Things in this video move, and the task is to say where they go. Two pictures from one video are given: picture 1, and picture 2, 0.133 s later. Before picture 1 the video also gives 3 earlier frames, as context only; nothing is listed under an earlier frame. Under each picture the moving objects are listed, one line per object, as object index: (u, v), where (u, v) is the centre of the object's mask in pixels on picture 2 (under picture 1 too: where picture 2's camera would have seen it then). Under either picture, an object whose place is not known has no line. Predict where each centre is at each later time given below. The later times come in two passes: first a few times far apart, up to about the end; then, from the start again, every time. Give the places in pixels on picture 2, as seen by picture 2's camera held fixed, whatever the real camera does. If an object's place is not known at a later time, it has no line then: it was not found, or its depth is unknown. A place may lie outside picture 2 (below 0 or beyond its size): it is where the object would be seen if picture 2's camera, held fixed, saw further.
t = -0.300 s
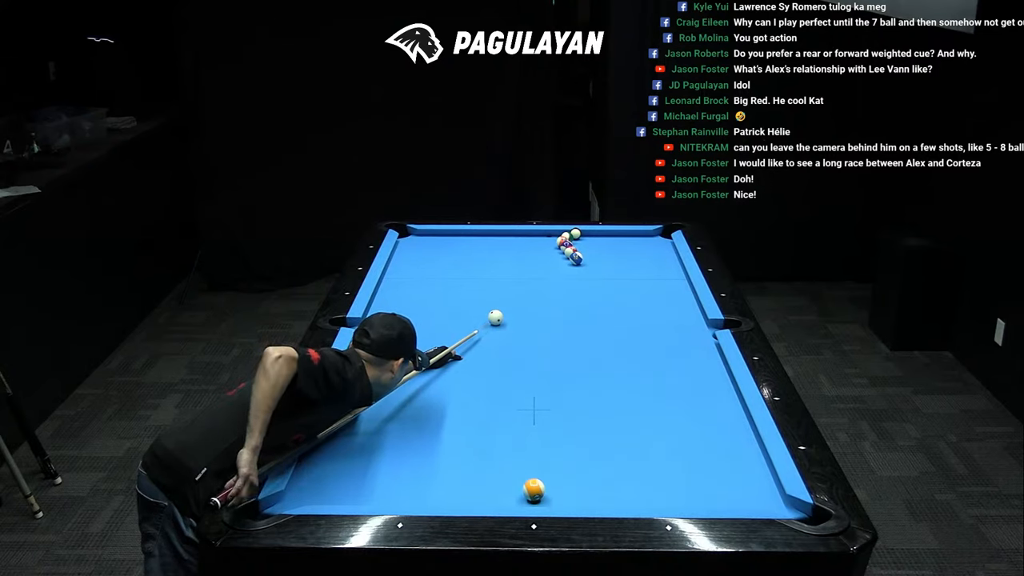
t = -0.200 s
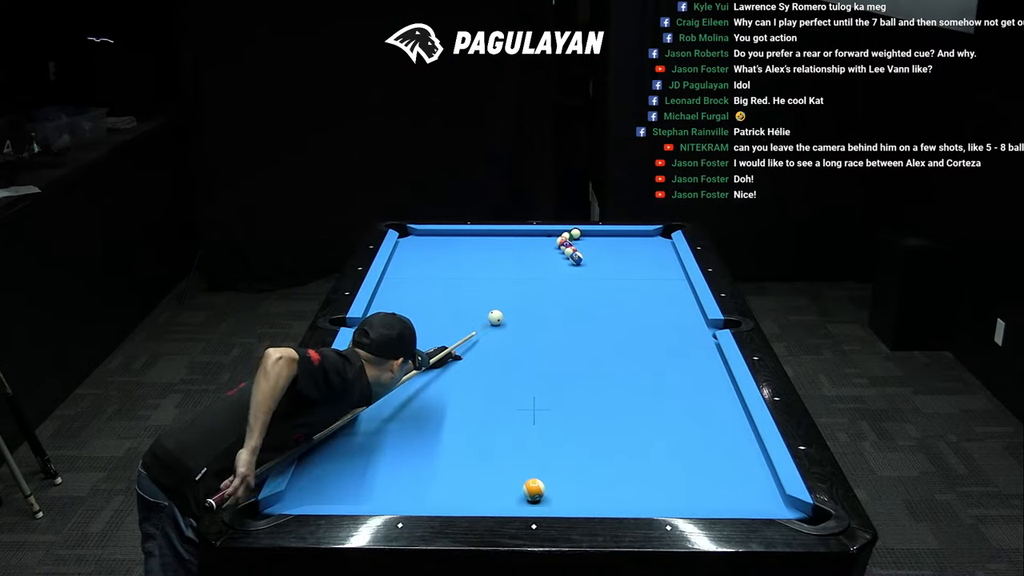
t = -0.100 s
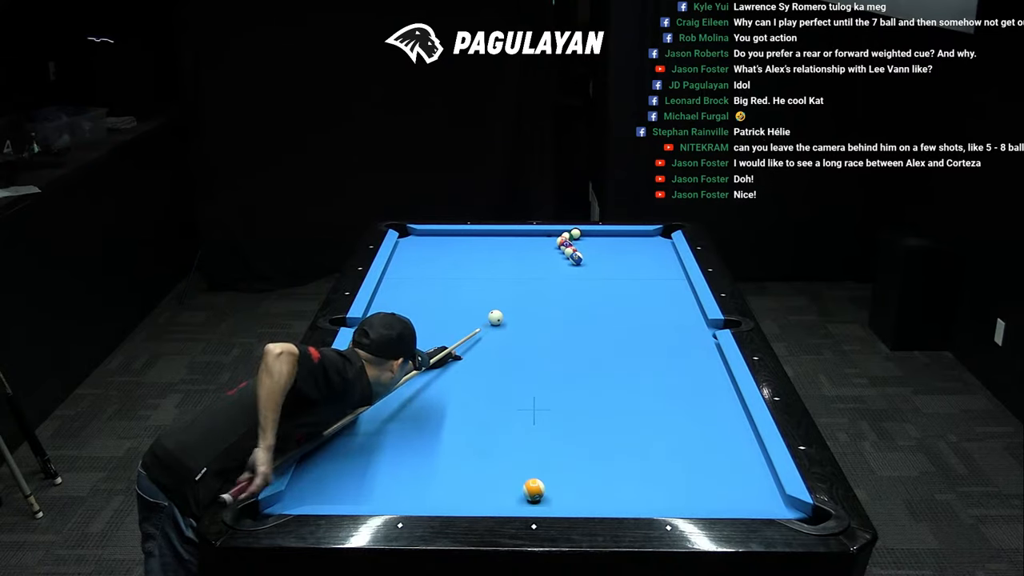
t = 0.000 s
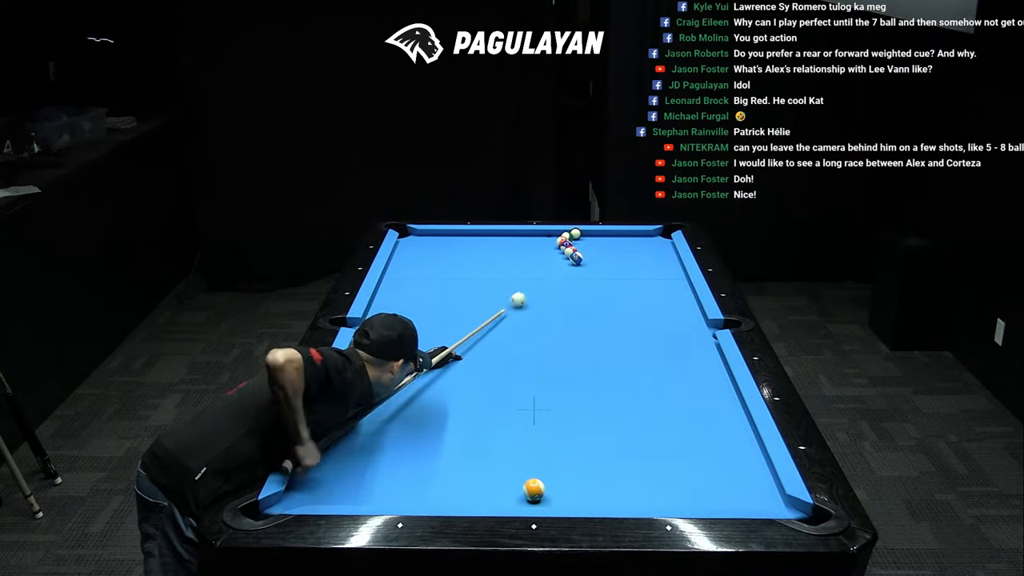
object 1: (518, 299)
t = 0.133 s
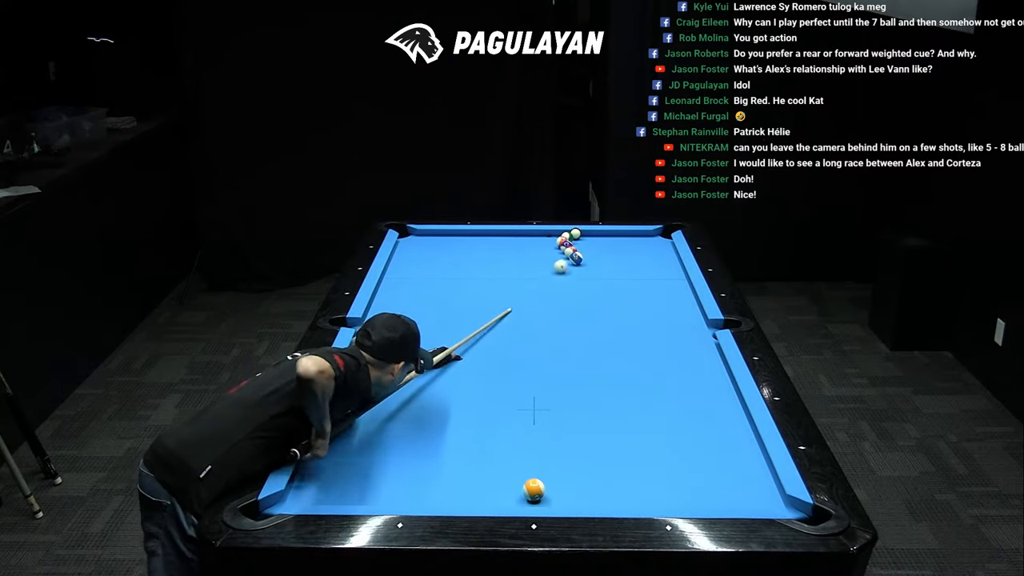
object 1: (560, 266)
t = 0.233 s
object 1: (552, 256)
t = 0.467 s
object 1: (517, 245)
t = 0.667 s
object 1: (490, 236)
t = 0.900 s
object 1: (454, 235)
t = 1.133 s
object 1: (414, 240)
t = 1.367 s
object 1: (415, 246)
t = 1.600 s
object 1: (432, 252)
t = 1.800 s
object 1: (449, 260)
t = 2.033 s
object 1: (467, 267)
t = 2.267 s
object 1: (486, 274)
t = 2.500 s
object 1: (504, 281)
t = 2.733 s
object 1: (523, 289)
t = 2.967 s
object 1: (542, 296)
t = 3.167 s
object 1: (558, 302)
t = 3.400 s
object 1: (577, 309)
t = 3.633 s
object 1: (595, 317)
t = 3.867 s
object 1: (613, 324)
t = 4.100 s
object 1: (631, 331)
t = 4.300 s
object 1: (647, 337)
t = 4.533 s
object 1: (664, 345)
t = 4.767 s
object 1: (682, 351)
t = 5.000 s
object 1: (699, 358)
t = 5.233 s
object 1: (715, 365)
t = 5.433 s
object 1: (718, 369)
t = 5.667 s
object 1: (713, 373)
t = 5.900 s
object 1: (709, 377)
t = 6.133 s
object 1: (706, 380)
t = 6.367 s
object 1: (703, 383)
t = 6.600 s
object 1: (700, 385)
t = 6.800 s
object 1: (699, 387)
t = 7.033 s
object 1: (698, 388)
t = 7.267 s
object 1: (696, 389)
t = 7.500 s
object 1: (696, 389)
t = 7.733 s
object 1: (696, 389)
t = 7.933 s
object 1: (696, 389)
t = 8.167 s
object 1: (696, 389)
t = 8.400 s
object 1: (696, 389)
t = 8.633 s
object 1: (696, 389)
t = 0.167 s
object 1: (565, 260)
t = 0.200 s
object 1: (559, 258)
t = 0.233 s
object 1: (552, 256)
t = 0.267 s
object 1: (546, 254)
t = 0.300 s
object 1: (541, 253)
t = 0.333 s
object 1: (536, 251)
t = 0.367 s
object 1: (531, 250)
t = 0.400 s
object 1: (526, 248)
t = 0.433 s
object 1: (521, 247)
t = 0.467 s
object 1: (517, 245)
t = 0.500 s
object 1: (512, 244)
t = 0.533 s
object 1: (508, 242)
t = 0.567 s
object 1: (503, 241)
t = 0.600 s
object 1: (498, 239)
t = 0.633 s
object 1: (494, 238)
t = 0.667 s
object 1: (490, 236)
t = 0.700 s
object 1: (485, 235)
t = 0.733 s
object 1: (481, 234)
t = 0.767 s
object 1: (477, 232)
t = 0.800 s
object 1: (472, 233)
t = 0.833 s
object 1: (466, 234)
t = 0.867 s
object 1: (460, 234)
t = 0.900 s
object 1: (454, 235)
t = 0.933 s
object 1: (449, 236)
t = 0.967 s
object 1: (443, 236)
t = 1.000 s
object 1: (437, 237)
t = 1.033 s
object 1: (431, 238)
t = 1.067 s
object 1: (426, 239)
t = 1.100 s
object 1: (420, 239)
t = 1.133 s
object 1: (414, 240)
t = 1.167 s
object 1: (409, 241)
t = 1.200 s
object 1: (403, 242)
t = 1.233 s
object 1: (403, 242)
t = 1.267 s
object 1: (407, 244)
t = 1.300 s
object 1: (410, 244)
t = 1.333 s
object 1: (412, 245)
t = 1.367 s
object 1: (415, 246)
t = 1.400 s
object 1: (417, 247)
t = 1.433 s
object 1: (420, 248)
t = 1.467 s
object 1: (423, 249)
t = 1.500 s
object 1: (425, 250)
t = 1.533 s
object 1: (428, 251)
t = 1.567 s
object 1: (430, 252)
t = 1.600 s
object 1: (432, 252)
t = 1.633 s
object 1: (436, 253)
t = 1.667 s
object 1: (438, 255)
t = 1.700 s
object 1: (441, 256)
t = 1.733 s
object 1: (443, 258)
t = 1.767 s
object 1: (446, 259)
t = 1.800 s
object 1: (449, 260)
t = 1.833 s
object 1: (451, 261)
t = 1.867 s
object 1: (454, 262)
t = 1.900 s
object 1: (457, 263)
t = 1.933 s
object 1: (459, 264)
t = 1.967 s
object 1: (462, 265)
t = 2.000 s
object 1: (464, 266)
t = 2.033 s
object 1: (467, 267)
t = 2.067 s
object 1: (470, 268)
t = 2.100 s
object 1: (473, 269)
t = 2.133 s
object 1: (475, 270)
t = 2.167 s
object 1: (478, 271)
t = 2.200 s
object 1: (480, 272)
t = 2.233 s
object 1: (483, 273)
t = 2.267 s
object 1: (486, 274)
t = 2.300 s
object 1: (488, 275)
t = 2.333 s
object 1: (491, 276)
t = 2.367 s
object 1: (494, 277)
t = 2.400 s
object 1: (497, 278)
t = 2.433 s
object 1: (499, 279)
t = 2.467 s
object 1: (502, 280)
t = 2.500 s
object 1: (504, 281)
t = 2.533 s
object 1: (507, 282)
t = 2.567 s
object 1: (510, 283)
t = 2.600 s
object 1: (513, 284)
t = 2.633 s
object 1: (515, 285)
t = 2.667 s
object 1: (518, 286)
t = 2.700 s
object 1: (521, 288)
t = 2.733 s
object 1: (523, 289)
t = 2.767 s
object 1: (526, 290)
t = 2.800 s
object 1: (529, 291)
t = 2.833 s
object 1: (532, 292)
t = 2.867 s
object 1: (534, 293)
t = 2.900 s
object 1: (537, 294)
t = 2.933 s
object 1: (539, 295)
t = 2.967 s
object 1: (542, 296)
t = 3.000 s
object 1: (545, 297)
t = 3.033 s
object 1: (547, 298)
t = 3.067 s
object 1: (550, 299)
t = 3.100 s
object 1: (553, 300)
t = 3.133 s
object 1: (555, 301)
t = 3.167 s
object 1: (558, 302)
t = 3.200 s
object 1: (561, 303)
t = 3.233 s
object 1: (564, 304)
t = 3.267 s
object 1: (566, 305)
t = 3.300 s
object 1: (569, 306)
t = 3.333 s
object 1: (571, 307)
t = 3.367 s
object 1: (574, 308)
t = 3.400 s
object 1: (577, 309)
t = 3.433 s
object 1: (579, 310)
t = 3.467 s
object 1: (582, 311)
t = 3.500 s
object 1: (584, 312)
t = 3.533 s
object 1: (587, 313)
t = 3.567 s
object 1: (590, 314)
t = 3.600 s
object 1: (593, 316)
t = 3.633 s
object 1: (595, 317)
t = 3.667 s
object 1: (598, 317)
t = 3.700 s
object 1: (600, 319)
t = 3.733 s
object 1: (603, 320)
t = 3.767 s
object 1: (606, 321)
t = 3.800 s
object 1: (608, 322)
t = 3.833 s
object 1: (611, 323)
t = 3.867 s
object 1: (613, 324)
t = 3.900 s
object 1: (616, 325)
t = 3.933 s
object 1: (619, 326)
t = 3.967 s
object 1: (621, 327)
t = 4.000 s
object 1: (624, 328)
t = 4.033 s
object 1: (627, 329)
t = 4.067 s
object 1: (629, 330)
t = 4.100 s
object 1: (631, 331)
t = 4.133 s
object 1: (634, 332)
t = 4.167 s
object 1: (637, 333)
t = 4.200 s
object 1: (639, 334)
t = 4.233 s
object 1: (642, 335)
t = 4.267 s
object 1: (644, 336)
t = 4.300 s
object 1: (647, 337)
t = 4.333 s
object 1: (649, 338)
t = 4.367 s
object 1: (652, 339)
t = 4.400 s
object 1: (654, 340)
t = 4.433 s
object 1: (657, 341)
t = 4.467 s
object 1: (660, 342)
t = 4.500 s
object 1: (662, 343)
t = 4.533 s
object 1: (664, 345)
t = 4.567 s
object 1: (667, 345)
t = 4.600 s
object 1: (670, 346)
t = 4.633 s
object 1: (672, 347)
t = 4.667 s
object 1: (674, 348)
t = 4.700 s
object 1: (677, 350)
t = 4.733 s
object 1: (679, 350)
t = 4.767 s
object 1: (682, 351)
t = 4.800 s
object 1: (684, 352)
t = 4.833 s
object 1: (686, 353)
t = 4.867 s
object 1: (689, 354)
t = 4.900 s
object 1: (691, 355)
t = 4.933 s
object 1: (694, 356)
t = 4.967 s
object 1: (696, 357)
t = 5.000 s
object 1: (699, 358)
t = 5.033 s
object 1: (701, 359)
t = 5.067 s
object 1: (703, 360)
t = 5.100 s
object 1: (706, 361)
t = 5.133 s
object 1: (708, 362)
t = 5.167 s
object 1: (710, 363)
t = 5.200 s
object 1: (713, 364)
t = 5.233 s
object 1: (715, 365)
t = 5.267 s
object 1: (717, 366)
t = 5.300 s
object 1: (719, 367)
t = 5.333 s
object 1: (720, 367)
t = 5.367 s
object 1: (720, 368)
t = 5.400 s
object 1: (719, 369)
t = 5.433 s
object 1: (718, 369)
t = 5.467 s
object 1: (717, 370)
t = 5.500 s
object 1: (717, 370)
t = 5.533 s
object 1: (716, 371)
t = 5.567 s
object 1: (715, 371)
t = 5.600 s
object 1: (714, 372)
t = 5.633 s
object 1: (714, 373)
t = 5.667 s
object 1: (713, 373)
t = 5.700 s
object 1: (713, 374)
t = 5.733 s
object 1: (712, 374)
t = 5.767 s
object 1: (712, 375)
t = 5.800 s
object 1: (711, 375)
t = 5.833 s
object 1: (711, 375)
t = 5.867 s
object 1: (710, 376)
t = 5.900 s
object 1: (709, 377)
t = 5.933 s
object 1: (709, 377)
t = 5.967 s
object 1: (708, 377)
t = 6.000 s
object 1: (708, 378)
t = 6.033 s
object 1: (707, 379)
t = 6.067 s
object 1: (707, 379)
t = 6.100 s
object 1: (706, 379)
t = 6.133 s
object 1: (706, 380)
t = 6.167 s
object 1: (705, 380)
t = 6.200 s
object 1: (705, 381)
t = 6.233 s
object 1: (705, 381)
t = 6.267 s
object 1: (704, 381)
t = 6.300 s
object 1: (704, 382)
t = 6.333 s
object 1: (704, 382)
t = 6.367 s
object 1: (703, 383)
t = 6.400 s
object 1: (703, 383)
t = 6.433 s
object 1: (702, 383)
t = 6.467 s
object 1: (702, 384)
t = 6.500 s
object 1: (701, 384)
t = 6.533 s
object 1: (701, 384)
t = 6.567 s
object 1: (701, 385)
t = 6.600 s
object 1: (700, 385)
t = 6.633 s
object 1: (700, 385)
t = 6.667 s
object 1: (700, 386)
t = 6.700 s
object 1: (700, 386)
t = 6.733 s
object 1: (699, 386)
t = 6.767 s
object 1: (699, 387)
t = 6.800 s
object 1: (699, 387)
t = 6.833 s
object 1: (699, 387)
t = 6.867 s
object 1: (698, 387)
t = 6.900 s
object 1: (698, 387)
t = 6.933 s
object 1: (698, 388)
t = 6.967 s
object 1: (698, 388)
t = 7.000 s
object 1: (698, 388)
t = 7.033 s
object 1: (698, 388)
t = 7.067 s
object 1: (697, 388)
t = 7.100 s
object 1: (697, 388)
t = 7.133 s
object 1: (697, 388)
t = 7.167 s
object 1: (697, 389)
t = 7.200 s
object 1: (697, 389)
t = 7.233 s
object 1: (697, 389)
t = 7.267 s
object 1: (696, 389)
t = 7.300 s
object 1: (696, 389)
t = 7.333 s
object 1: (696, 389)
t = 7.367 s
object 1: (696, 389)
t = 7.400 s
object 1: (696, 389)
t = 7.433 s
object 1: (696, 389)
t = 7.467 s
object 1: (696, 389)
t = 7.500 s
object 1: (696, 389)
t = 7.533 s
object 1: (696, 389)
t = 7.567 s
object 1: (696, 389)
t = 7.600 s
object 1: (696, 389)
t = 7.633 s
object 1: (696, 389)
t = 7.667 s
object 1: (696, 389)
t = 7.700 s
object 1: (695, 389)
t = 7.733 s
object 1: (696, 389)
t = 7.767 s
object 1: (696, 389)
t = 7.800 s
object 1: (696, 389)
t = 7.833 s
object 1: (696, 389)
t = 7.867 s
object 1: (696, 389)
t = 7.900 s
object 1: (696, 389)
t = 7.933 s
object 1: (696, 389)
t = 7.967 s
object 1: (696, 389)
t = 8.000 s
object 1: (696, 389)
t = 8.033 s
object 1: (696, 389)
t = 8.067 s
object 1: (695, 389)
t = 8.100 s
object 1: (695, 389)
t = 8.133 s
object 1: (696, 389)
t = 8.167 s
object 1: (696, 389)
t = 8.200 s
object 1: (696, 389)
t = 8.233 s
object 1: (696, 389)
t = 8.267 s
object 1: (696, 389)
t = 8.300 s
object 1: (696, 389)
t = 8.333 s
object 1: (696, 389)
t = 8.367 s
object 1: (696, 389)
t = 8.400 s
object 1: (696, 389)
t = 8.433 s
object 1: (696, 389)
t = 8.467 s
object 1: (696, 389)
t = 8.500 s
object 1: (696, 389)
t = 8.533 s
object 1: (696, 389)
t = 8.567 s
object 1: (696, 389)
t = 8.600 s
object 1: (696, 389)
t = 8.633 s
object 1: (696, 389)
